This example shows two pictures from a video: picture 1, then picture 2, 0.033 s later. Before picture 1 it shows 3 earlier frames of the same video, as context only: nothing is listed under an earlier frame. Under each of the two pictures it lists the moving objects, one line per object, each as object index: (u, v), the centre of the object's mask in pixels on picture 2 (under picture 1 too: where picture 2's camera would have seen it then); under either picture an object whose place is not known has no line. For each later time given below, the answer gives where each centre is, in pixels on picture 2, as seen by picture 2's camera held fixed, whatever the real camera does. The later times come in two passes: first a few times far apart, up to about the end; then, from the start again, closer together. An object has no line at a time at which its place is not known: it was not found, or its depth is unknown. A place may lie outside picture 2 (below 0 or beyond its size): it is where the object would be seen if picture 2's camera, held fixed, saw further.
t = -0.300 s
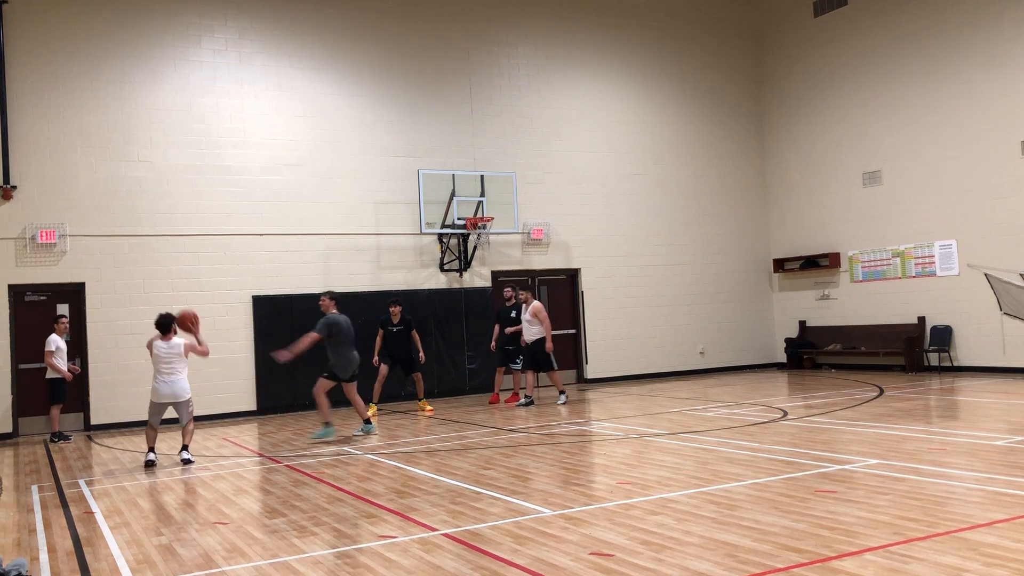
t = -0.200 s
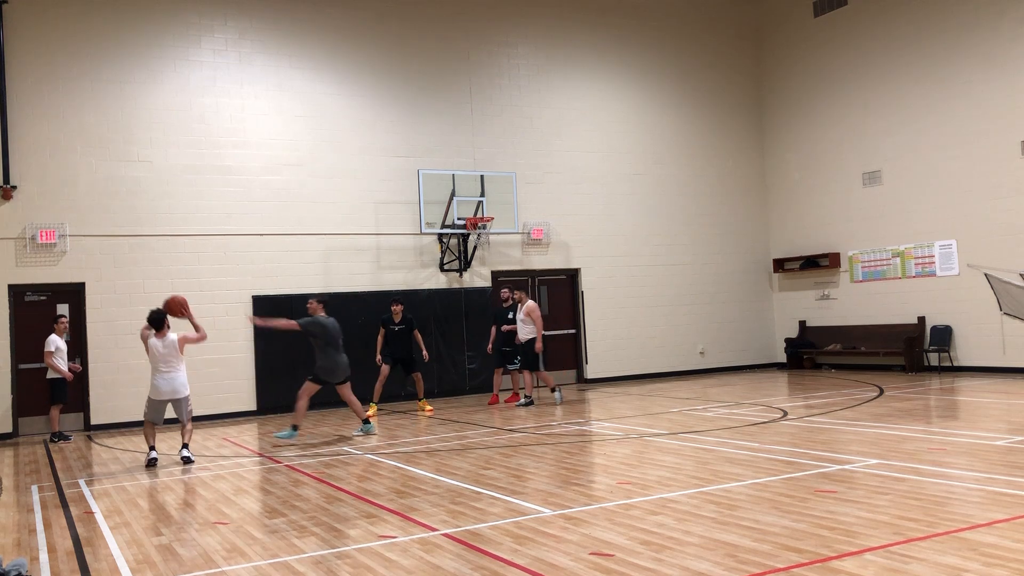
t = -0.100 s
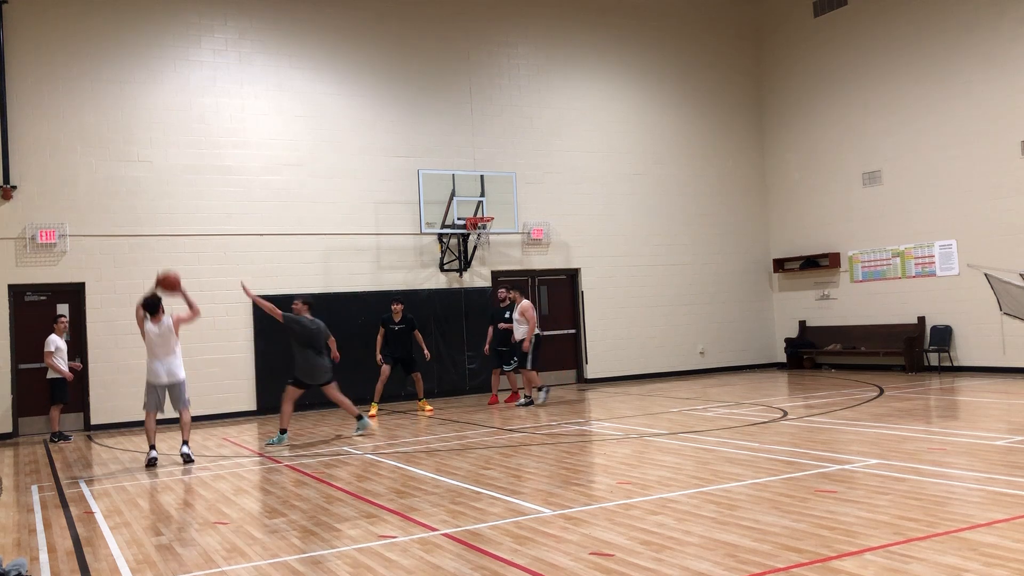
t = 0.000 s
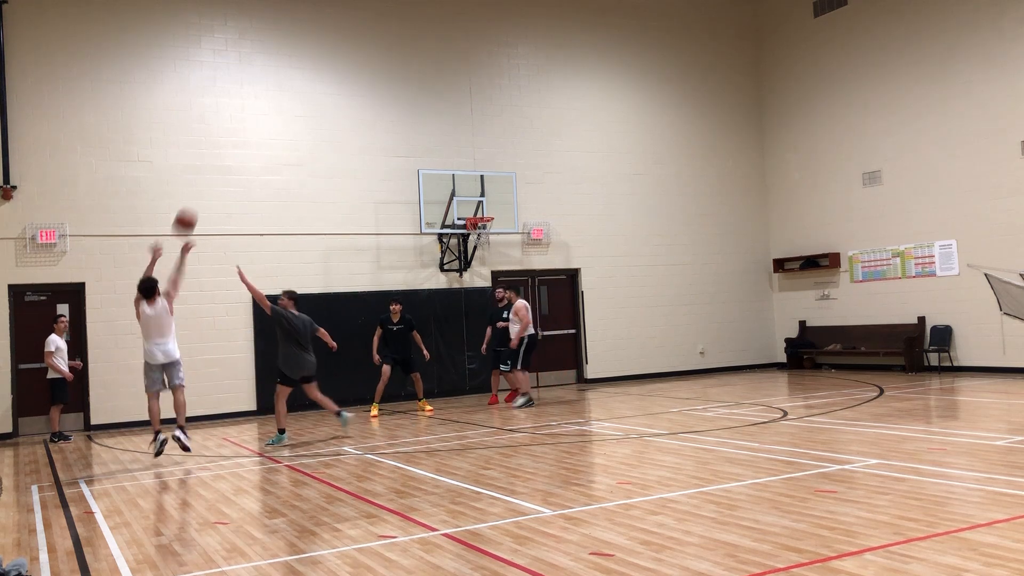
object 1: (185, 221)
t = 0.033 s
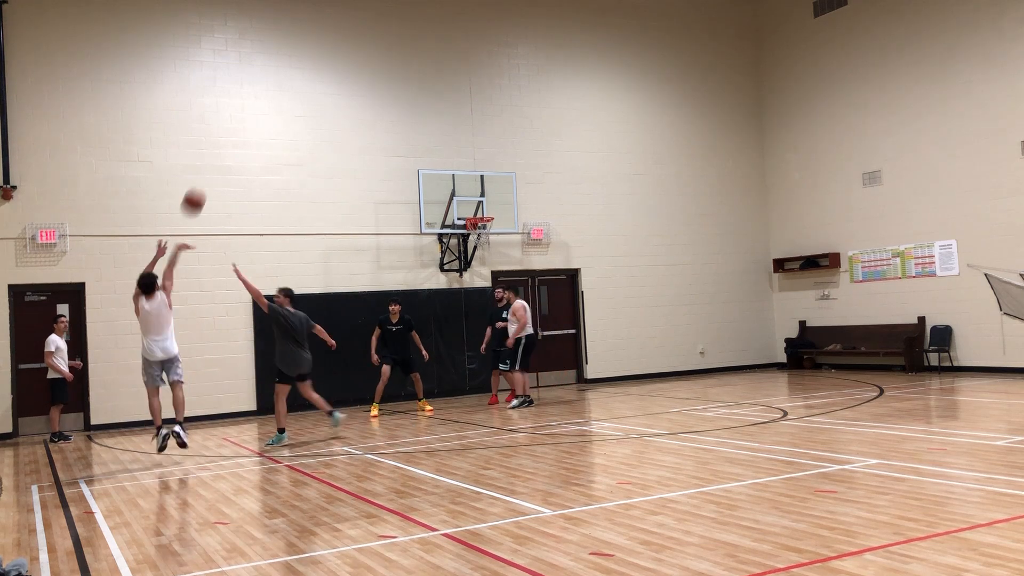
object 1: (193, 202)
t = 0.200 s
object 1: (234, 120)
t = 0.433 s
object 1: (281, 57)
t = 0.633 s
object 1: (317, 42)
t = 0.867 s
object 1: (356, 58)
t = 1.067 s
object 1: (387, 98)
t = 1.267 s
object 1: (415, 156)
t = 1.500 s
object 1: (445, 247)
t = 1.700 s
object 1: (470, 338)
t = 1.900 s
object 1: (482, 358)
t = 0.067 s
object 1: (202, 183)
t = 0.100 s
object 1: (210, 164)
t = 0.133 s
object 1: (218, 148)
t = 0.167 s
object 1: (226, 134)
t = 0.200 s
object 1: (234, 120)
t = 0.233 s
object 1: (240, 108)
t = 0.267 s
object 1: (248, 97)
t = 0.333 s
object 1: (262, 78)
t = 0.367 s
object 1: (268, 70)
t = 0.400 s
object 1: (275, 63)
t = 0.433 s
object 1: (281, 57)
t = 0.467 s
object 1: (287, 52)
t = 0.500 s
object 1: (293, 48)
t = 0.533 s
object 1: (300, 45)
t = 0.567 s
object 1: (306, 43)
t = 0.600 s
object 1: (311, 42)
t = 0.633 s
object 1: (317, 42)
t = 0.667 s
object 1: (323, 42)
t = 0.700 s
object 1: (329, 43)
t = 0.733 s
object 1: (334, 45)
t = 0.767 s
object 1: (340, 47)
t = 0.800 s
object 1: (345, 50)
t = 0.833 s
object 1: (350, 54)
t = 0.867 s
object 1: (356, 58)
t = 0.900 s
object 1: (361, 63)
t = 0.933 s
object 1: (367, 69)
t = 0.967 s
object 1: (371, 75)
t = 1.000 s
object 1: (377, 82)
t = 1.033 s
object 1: (382, 90)
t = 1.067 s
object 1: (387, 98)
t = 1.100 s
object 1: (392, 106)
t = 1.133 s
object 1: (396, 115)
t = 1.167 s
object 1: (401, 125)
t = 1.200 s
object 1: (406, 135)
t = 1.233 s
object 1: (411, 145)
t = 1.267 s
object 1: (415, 156)
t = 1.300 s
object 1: (420, 168)
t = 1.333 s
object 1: (425, 179)
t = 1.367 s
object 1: (429, 192)
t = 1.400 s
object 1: (433, 205)
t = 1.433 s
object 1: (437, 217)
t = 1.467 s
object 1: (441, 233)
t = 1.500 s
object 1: (445, 247)
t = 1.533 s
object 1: (450, 260)
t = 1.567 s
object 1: (454, 275)
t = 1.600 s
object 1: (459, 293)
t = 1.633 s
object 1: (462, 306)
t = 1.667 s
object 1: (466, 322)
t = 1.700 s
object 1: (470, 338)
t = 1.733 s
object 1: (473, 354)
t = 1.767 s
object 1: (477, 372)
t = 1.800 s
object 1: (480, 387)
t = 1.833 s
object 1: (481, 380)
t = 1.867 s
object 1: (482, 368)
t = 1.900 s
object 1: (482, 358)
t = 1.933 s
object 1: (483, 348)
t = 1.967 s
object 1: (483, 338)
